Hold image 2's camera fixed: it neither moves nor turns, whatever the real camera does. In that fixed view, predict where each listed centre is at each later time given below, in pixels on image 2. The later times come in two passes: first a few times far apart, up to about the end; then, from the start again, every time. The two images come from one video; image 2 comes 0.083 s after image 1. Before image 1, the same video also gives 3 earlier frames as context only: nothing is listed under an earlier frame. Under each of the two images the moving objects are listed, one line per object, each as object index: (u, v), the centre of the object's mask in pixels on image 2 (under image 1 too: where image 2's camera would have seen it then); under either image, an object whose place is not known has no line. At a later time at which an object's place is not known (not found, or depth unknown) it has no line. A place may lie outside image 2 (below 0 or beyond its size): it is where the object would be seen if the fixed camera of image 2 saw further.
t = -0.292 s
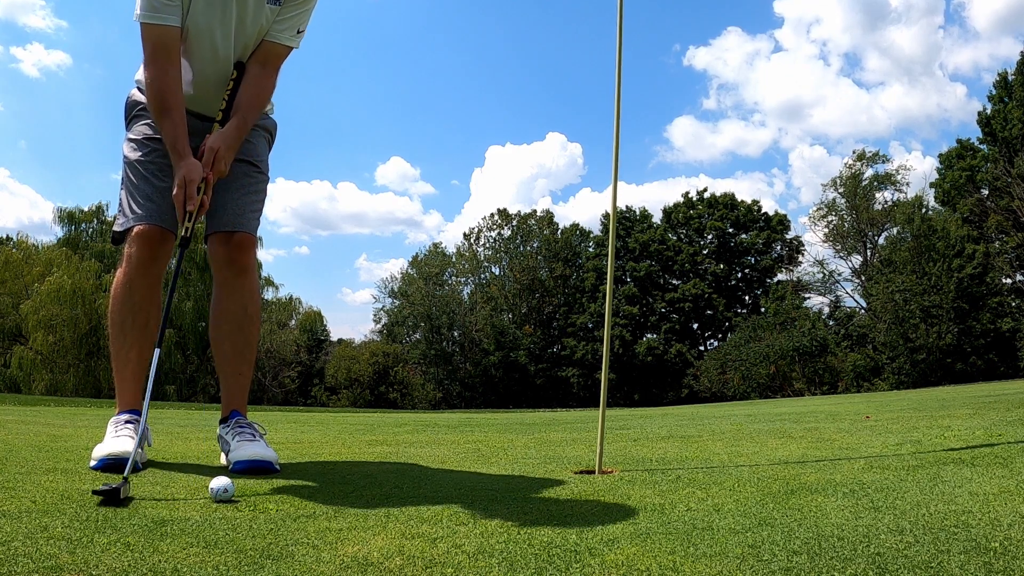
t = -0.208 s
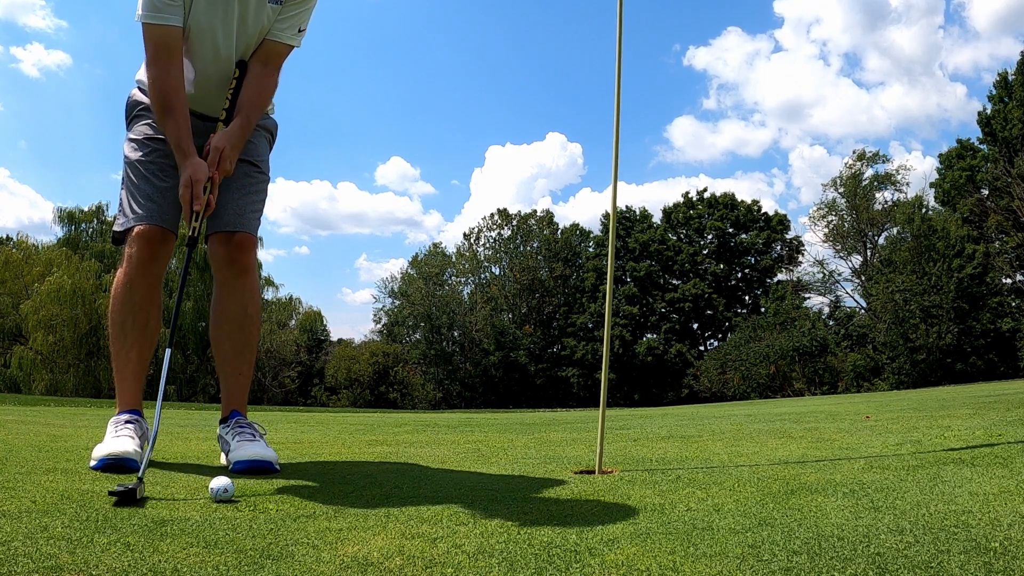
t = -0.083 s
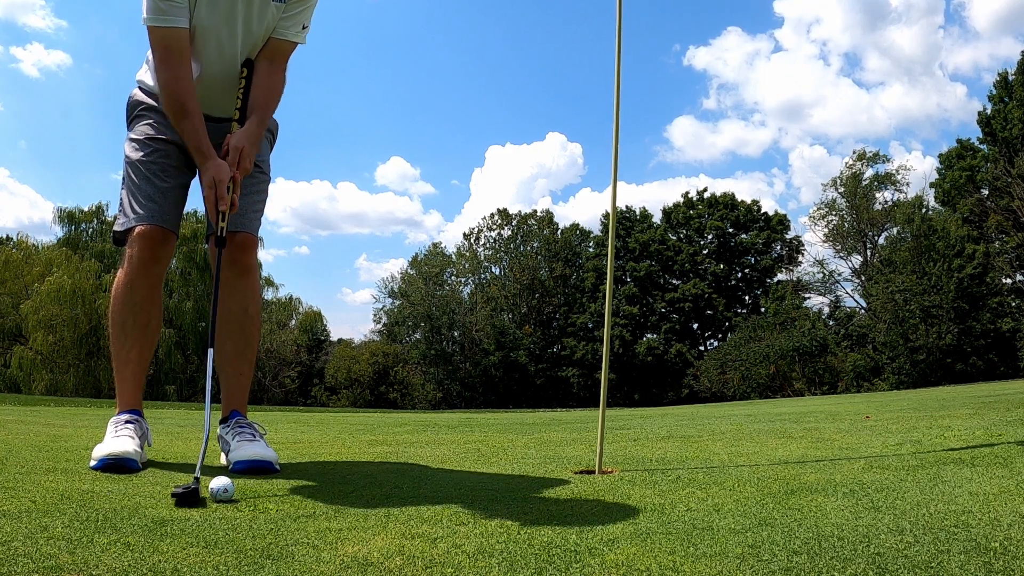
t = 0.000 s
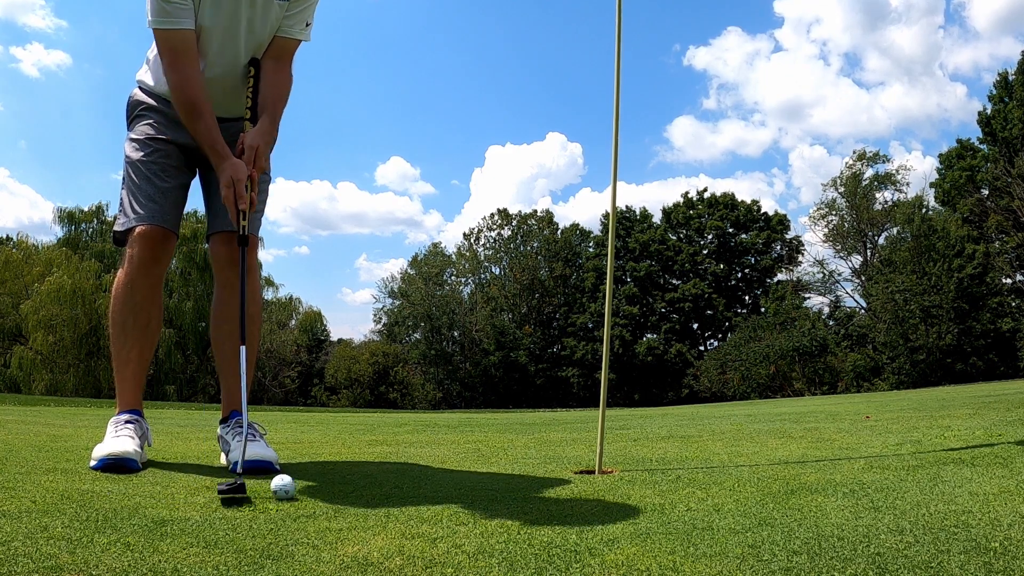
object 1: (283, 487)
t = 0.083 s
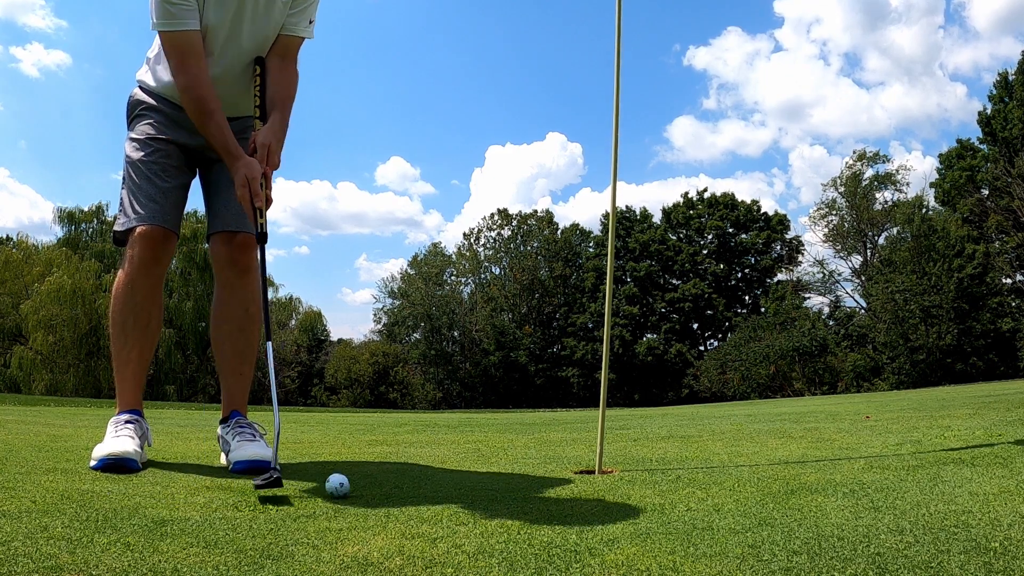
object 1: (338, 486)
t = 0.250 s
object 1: (431, 479)
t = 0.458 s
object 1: (520, 471)
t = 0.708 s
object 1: (590, 473)
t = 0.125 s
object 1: (363, 484)
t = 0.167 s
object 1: (387, 481)
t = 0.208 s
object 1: (410, 481)
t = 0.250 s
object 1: (431, 479)
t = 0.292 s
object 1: (451, 477)
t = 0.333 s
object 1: (470, 475)
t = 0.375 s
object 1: (488, 474)
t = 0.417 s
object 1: (504, 472)
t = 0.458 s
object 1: (520, 471)
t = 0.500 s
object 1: (534, 469)
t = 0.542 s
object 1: (547, 466)
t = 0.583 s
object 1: (559, 465)
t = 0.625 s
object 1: (570, 463)
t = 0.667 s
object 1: (580, 467)
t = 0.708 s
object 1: (590, 473)
